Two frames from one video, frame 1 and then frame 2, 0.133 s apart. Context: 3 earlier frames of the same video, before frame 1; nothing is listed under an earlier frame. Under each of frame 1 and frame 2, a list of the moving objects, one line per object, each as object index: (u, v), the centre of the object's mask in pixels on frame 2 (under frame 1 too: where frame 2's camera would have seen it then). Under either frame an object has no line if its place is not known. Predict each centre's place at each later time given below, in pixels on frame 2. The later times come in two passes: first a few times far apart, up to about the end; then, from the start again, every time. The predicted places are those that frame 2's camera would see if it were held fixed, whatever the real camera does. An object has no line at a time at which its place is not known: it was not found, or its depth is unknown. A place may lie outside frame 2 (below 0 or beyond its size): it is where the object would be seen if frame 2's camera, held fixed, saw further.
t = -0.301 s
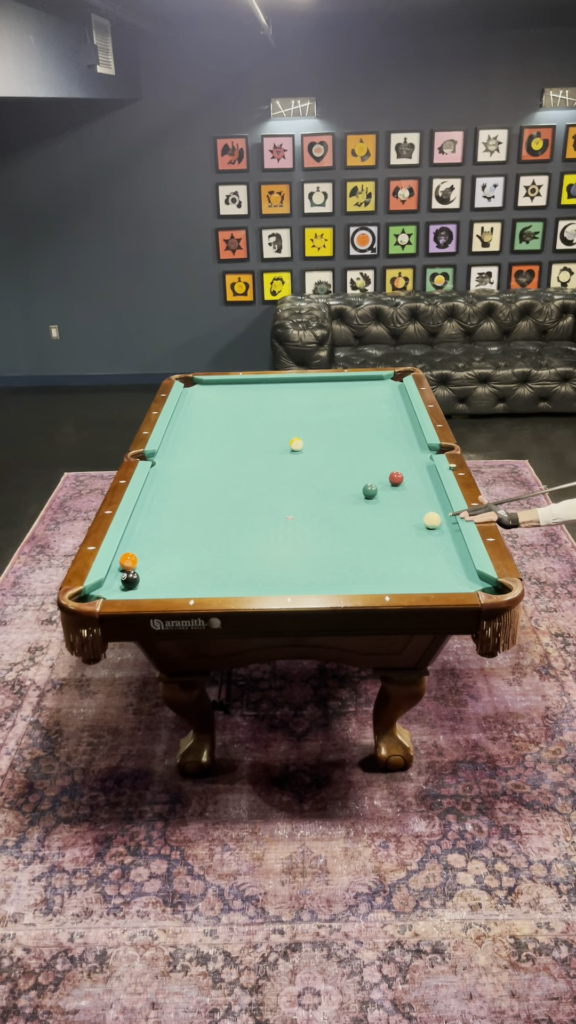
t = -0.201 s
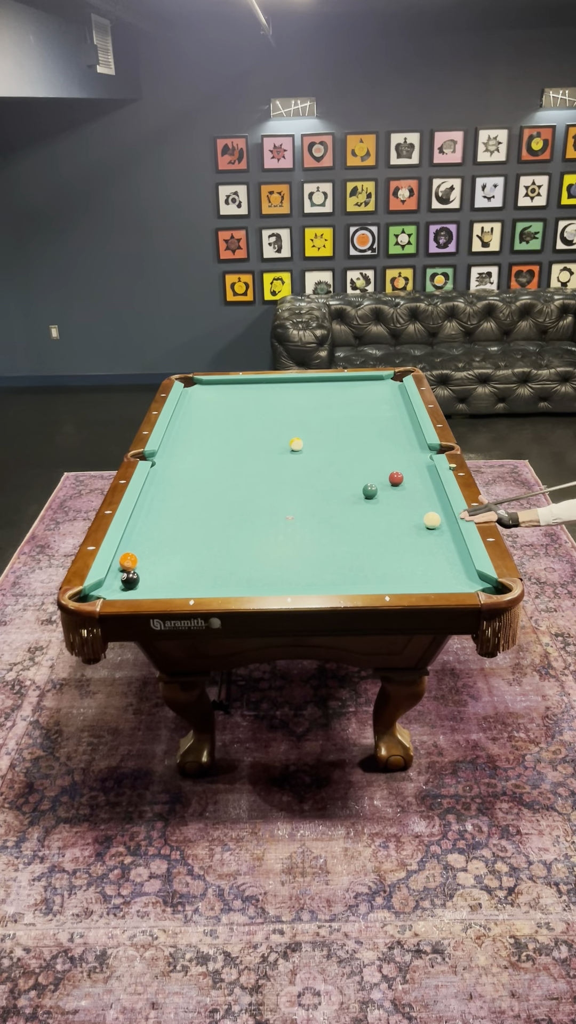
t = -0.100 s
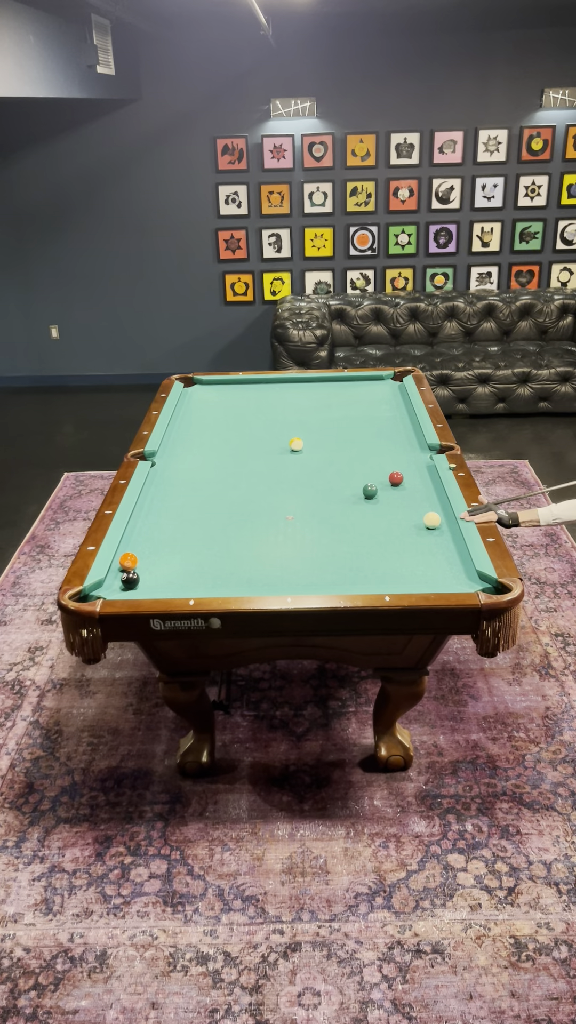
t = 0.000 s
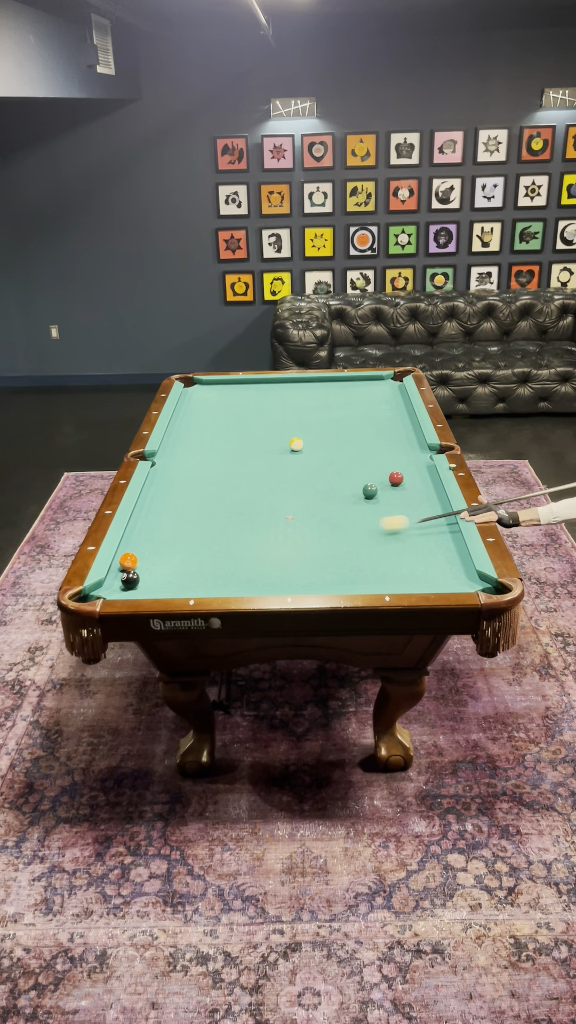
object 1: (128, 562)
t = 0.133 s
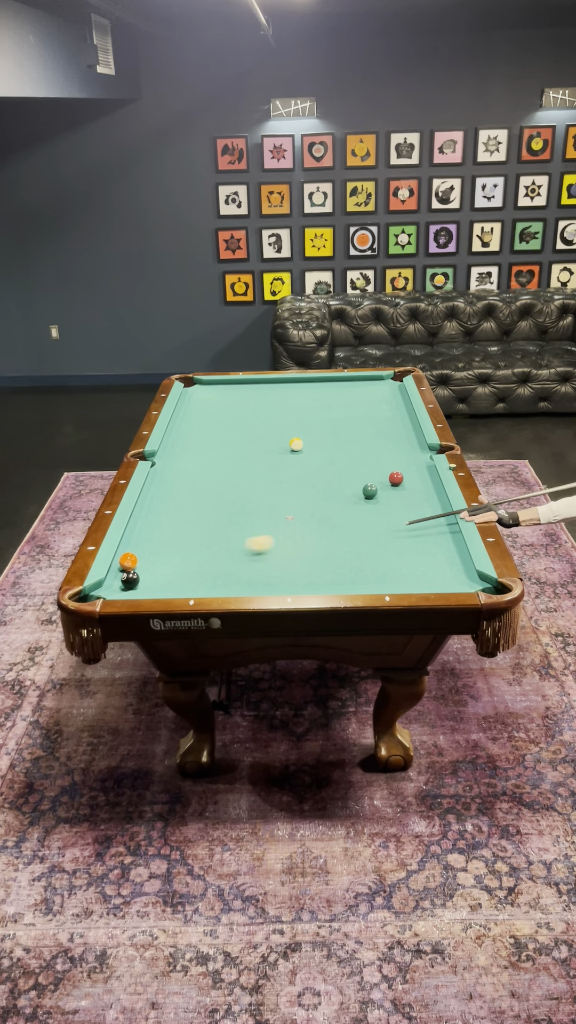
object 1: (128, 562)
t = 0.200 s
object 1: (128, 562)
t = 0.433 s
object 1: (221, 556)
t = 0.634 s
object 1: (317, 552)
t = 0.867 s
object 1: (427, 547)
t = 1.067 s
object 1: (413, 546)
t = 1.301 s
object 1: (351, 546)
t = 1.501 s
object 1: (301, 546)
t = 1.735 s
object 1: (244, 547)
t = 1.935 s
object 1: (197, 546)
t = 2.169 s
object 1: (144, 546)
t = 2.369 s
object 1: (142, 545)
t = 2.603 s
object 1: (171, 544)
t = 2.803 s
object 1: (194, 543)
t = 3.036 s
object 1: (219, 541)
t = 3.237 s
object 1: (240, 540)
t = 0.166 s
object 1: (128, 562)
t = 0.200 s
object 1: (128, 562)
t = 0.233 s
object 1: (128, 562)
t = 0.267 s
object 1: (123, 561)
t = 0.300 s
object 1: (145, 557)
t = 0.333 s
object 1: (164, 558)
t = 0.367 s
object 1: (184, 558)
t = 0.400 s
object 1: (203, 557)
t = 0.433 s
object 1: (221, 556)
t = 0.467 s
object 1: (237, 555)
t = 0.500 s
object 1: (253, 555)
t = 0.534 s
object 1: (269, 554)
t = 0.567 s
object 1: (285, 553)
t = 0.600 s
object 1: (301, 553)
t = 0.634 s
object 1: (317, 552)
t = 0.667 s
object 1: (333, 551)
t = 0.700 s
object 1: (349, 551)
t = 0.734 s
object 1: (364, 550)
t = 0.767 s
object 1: (380, 549)
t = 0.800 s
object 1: (396, 548)
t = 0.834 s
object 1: (411, 548)
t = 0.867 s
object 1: (427, 547)
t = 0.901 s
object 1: (443, 546)
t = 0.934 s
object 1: (457, 546)
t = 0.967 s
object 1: (447, 546)
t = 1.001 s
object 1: (434, 546)
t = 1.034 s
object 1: (423, 546)
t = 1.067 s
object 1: (413, 546)
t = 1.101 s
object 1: (403, 546)
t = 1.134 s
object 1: (394, 546)
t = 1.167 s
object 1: (386, 546)
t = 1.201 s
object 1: (377, 546)
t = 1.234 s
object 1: (368, 546)
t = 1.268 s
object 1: (360, 546)
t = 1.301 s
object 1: (351, 546)
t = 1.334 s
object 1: (343, 546)
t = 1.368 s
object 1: (334, 547)
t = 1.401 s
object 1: (326, 546)
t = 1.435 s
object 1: (317, 547)
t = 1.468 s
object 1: (309, 547)
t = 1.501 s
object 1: (301, 546)
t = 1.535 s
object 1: (292, 547)
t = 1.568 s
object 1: (284, 547)
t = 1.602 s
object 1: (276, 547)
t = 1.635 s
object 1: (268, 547)
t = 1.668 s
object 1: (260, 547)
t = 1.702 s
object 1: (252, 547)
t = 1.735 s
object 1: (244, 547)
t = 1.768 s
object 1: (236, 547)
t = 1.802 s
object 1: (228, 546)
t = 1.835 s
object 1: (220, 546)
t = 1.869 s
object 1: (212, 546)
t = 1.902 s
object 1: (205, 547)
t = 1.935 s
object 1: (197, 546)
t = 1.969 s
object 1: (189, 546)
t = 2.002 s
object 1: (181, 546)
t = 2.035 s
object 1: (174, 546)
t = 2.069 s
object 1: (166, 546)
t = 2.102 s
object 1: (159, 546)
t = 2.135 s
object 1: (151, 546)
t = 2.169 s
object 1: (144, 546)
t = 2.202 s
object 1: (137, 546)
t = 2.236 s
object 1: (129, 546)
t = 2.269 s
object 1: (128, 546)
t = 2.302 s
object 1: (133, 546)
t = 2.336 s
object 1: (138, 546)
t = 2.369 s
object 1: (142, 545)
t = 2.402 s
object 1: (146, 545)
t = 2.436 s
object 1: (150, 545)
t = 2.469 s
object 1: (154, 545)
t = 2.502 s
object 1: (158, 545)
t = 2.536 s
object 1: (163, 544)
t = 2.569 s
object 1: (166, 544)
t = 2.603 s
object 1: (171, 544)
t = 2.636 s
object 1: (175, 544)
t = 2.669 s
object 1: (179, 544)
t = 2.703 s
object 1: (183, 543)
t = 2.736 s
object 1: (186, 543)
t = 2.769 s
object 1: (190, 543)
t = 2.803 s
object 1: (194, 543)
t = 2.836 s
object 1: (198, 542)
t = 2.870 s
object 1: (201, 542)
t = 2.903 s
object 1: (205, 542)
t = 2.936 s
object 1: (209, 542)
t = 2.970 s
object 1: (212, 542)
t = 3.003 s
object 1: (216, 541)
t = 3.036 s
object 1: (219, 541)
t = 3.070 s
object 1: (223, 541)
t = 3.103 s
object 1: (226, 541)
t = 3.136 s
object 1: (230, 541)
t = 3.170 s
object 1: (233, 541)
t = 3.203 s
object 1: (236, 540)
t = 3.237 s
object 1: (240, 540)
